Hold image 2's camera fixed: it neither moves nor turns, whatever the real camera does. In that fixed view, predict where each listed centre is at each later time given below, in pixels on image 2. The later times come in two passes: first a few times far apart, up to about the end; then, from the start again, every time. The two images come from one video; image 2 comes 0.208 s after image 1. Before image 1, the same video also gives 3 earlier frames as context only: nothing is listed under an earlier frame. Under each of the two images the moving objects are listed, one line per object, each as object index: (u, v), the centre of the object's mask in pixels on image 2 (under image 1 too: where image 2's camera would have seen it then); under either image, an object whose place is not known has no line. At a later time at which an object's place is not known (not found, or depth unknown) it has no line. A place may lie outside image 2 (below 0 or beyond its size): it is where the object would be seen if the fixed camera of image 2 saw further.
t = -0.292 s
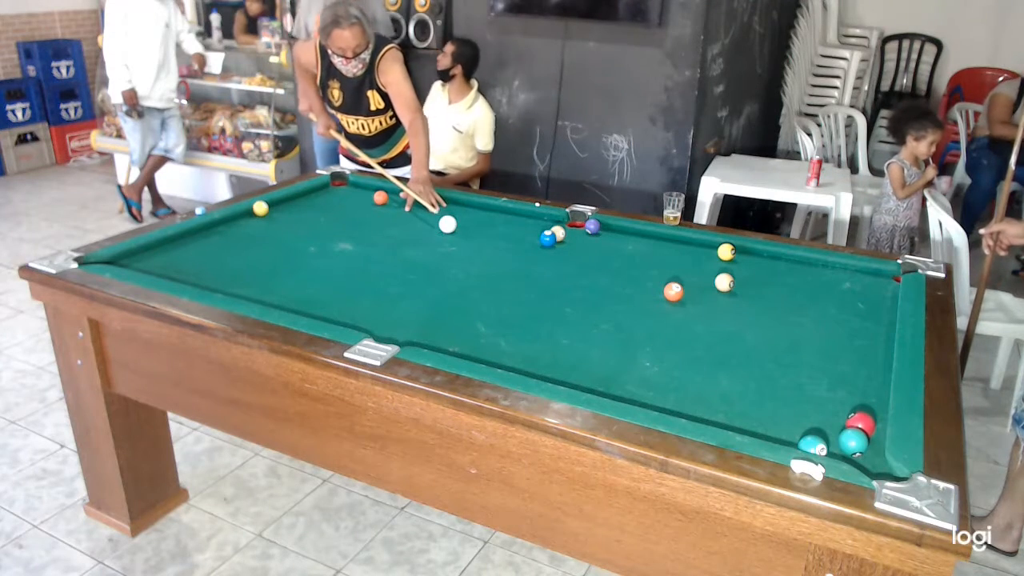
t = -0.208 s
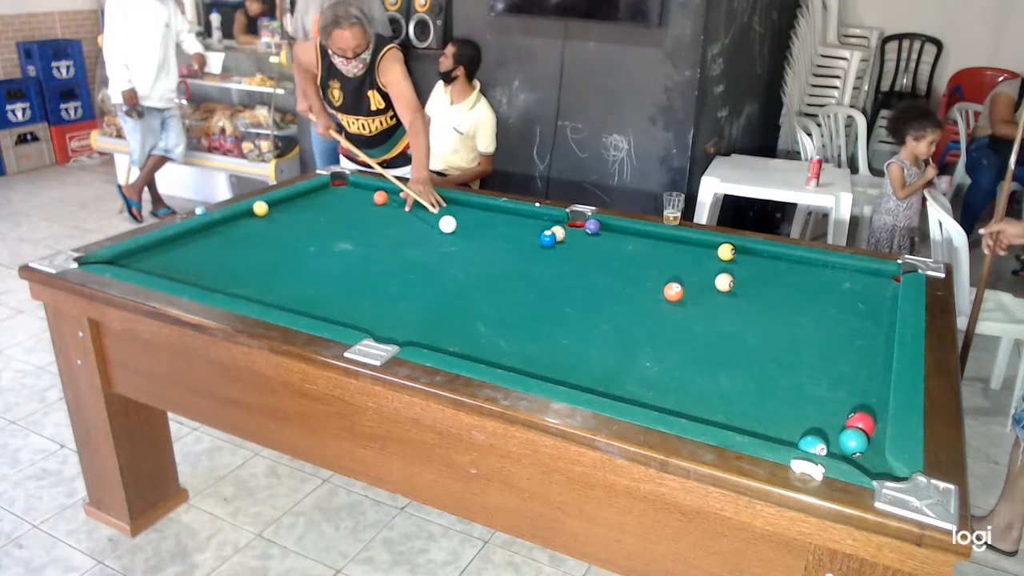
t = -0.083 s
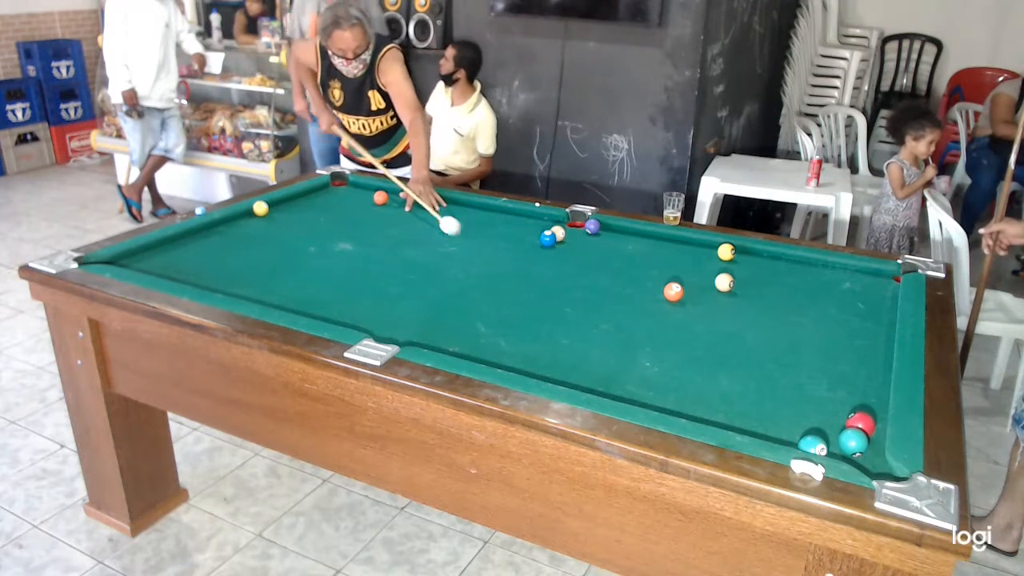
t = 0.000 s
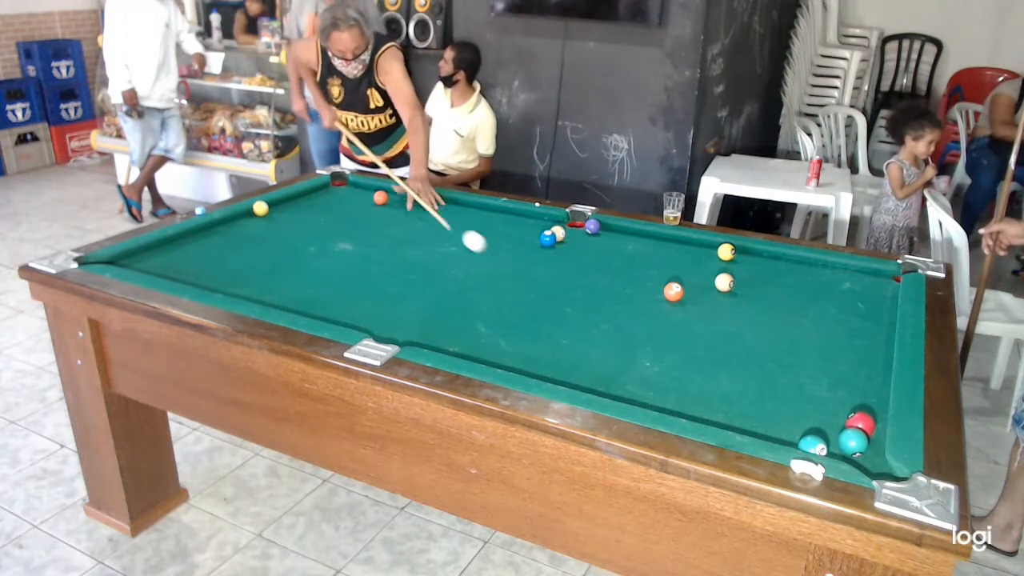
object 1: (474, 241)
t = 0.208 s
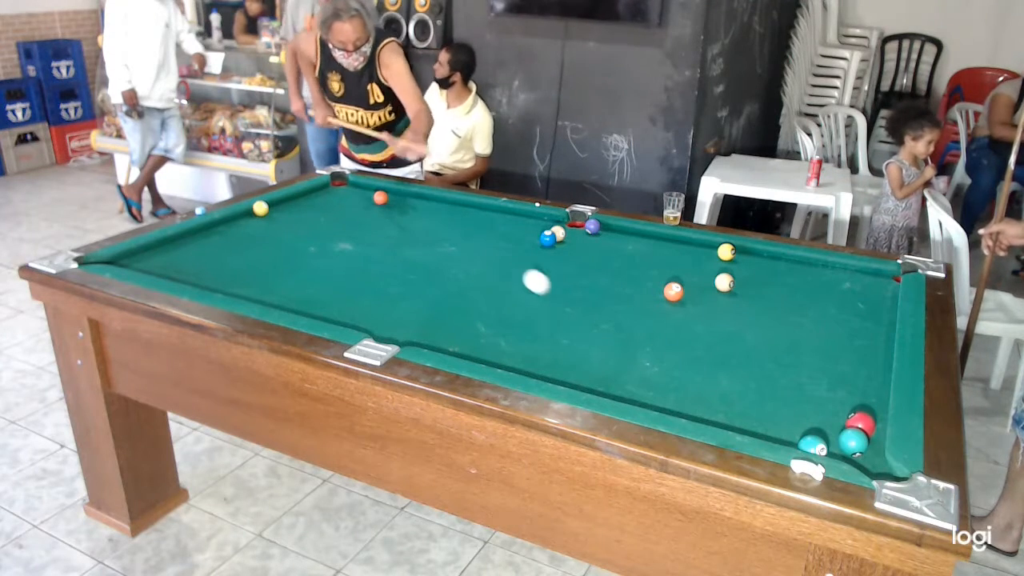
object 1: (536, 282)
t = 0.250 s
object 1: (550, 291)
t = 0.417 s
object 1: (614, 333)
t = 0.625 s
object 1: (719, 400)
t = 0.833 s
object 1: (797, 421)
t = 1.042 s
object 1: (841, 404)
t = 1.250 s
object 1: (871, 388)
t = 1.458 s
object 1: (854, 367)
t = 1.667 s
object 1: (838, 349)
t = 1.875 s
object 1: (824, 333)
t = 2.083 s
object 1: (811, 319)
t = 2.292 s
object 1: (800, 306)
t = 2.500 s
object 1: (789, 295)
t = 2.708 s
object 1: (780, 285)
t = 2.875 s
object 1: (772, 278)
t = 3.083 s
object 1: (764, 270)
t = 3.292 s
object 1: (756, 263)
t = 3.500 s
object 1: (749, 256)
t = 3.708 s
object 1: (743, 250)
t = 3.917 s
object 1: (739, 248)
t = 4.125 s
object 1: (736, 248)
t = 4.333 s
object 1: (735, 248)
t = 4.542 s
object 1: (735, 248)
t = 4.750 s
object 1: (735, 248)
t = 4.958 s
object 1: (735, 248)
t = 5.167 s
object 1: (735, 248)
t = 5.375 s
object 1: (735, 248)
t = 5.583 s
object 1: (735, 248)
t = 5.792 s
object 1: (735, 248)
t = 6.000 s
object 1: (735, 248)
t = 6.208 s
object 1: (735, 248)
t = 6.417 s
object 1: (735, 248)
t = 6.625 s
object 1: (735, 248)
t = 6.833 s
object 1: (735, 248)
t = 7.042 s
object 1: (735, 248)
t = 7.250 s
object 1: (735, 248)
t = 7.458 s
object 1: (735, 248)
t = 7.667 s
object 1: (735, 248)
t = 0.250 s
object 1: (550, 291)
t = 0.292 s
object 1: (565, 301)
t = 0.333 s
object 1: (581, 311)
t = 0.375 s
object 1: (597, 321)
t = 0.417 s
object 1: (614, 333)
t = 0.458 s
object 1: (633, 344)
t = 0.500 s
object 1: (652, 357)
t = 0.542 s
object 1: (673, 370)
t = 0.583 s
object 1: (695, 385)
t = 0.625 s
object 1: (719, 400)
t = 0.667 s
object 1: (745, 417)
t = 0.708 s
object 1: (771, 430)
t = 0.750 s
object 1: (785, 432)
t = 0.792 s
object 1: (790, 427)
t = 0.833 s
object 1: (797, 421)
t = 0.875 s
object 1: (805, 417)
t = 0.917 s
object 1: (814, 413)
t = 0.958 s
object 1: (824, 410)
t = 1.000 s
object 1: (833, 407)
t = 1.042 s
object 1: (841, 404)
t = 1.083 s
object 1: (850, 401)
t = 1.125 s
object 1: (859, 397)
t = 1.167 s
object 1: (868, 395)
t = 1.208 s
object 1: (874, 392)
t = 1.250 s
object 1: (871, 388)
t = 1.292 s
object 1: (868, 384)
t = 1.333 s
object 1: (864, 379)
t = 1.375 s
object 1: (861, 375)
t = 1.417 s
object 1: (857, 371)
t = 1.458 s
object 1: (854, 367)
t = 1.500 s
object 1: (851, 363)
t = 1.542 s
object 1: (848, 360)
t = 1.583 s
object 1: (844, 356)
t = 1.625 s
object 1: (841, 352)
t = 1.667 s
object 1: (838, 349)
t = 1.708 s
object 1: (835, 346)
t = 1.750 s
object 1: (832, 342)
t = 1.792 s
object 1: (829, 339)
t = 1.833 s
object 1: (827, 336)
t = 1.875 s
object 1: (824, 333)
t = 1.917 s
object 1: (821, 330)
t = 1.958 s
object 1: (819, 327)
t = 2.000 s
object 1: (816, 324)
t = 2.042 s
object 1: (814, 322)
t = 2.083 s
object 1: (811, 319)
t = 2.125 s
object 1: (809, 316)
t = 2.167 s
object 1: (806, 314)
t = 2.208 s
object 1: (804, 311)
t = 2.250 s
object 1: (802, 309)
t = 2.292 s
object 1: (800, 306)
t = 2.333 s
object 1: (797, 304)
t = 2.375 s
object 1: (795, 302)
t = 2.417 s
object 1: (793, 300)
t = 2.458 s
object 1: (791, 298)
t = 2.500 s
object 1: (789, 295)
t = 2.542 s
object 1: (787, 293)
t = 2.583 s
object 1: (785, 291)
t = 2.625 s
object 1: (783, 289)
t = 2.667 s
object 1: (781, 287)
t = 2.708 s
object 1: (780, 285)
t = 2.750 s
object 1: (778, 284)
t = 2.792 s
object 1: (776, 282)
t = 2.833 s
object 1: (774, 280)
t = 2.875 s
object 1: (772, 278)
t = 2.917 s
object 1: (771, 277)
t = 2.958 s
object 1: (769, 275)
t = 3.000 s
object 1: (767, 273)
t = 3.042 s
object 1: (766, 272)
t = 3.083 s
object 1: (764, 270)
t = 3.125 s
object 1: (763, 268)
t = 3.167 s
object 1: (761, 267)
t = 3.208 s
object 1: (760, 266)
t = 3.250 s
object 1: (758, 264)
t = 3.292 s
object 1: (756, 263)
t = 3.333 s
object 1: (755, 261)
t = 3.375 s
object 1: (753, 260)
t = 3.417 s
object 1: (752, 259)
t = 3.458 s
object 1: (751, 257)
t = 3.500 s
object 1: (749, 256)
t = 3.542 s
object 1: (748, 255)
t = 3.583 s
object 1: (747, 253)
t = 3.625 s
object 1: (745, 252)
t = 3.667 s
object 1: (745, 251)
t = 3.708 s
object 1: (743, 250)
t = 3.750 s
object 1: (742, 249)
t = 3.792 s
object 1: (741, 248)
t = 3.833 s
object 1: (740, 248)
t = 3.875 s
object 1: (740, 248)
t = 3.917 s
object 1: (739, 248)
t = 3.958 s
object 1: (738, 248)
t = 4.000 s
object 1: (738, 248)
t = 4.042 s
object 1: (737, 248)
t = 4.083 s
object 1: (737, 248)
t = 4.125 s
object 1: (736, 248)
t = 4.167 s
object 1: (736, 248)
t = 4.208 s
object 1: (736, 248)
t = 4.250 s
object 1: (736, 248)
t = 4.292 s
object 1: (735, 248)
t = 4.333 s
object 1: (735, 248)
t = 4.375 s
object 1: (735, 248)
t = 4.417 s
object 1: (735, 248)
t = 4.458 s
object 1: (735, 248)
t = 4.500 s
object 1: (735, 248)
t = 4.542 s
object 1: (735, 248)
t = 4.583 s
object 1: (735, 248)
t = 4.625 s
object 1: (735, 248)
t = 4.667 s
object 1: (735, 248)
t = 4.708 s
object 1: (735, 248)
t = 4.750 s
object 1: (735, 248)
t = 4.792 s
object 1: (735, 248)
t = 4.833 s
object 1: (735, 248)
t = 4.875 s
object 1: (735, 248)
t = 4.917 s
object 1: (735, 248)
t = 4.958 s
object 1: (735, 248)
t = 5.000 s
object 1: (735, 248)
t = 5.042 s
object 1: (735, 248)
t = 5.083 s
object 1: (735, 248)
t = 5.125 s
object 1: (735, 248)
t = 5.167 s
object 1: (735, 248)
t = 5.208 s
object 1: (735, 248)
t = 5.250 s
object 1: (735, 248)
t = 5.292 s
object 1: (735, 248)
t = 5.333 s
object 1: (735, 248)
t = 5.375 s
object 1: (735, 248)
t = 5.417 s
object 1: (735, 248)
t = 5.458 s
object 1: (735, 248)
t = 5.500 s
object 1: (735, 248)
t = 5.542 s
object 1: (735, 248)
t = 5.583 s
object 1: (735, 248)
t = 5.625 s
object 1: (735, 248)
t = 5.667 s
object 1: (735, 248)
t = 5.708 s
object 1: (735, 248)
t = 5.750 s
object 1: (735, 248)
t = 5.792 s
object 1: (735, 248)
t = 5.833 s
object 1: (735, 248)
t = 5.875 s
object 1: (735, 248)
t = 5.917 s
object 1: (735, 248)
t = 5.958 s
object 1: (735, 248)
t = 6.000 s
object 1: (735, 248)
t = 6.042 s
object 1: (735, 248)
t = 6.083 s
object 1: (735, 248)
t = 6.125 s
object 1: (735, 248)
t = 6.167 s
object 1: (735, 248)
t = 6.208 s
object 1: (735, 248)
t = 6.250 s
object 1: (735, 248)
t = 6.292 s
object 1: (735, 248)
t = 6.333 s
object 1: (735, 248)
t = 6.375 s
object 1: (735, 248)
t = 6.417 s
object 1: (735, 248)
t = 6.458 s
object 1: (735, 248)
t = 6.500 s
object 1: (735, 248)
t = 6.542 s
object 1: (735, 248)
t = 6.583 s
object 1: (735, 248)
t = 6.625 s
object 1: (735, 248)
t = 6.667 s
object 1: (735, 248)
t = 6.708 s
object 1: (735, 248)
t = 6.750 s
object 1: (735, 248)
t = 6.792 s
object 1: (735, 248)
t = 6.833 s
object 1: (735, 248)
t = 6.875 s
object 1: (735, 248)
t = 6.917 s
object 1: (735, 248)
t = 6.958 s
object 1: (735, 248)
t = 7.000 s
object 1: (735, 248)
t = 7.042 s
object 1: (735, 248)
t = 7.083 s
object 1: (735, 248)
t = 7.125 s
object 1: (735, 248)
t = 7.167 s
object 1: (735, 248)
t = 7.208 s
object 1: (735, 248)
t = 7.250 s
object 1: (735, 248)
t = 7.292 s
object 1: (735, 248)
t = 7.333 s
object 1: (735, 248)
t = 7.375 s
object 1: (735, 248)
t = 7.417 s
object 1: (735, 248)
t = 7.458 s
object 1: (735, 248)
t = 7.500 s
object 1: (735, 248)
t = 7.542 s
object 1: (735, 248)
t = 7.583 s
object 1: (735, 248)
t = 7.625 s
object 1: (735, 248)
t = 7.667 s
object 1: (735, 248)
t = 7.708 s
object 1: (735, 248)
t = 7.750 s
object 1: (735, 248)
